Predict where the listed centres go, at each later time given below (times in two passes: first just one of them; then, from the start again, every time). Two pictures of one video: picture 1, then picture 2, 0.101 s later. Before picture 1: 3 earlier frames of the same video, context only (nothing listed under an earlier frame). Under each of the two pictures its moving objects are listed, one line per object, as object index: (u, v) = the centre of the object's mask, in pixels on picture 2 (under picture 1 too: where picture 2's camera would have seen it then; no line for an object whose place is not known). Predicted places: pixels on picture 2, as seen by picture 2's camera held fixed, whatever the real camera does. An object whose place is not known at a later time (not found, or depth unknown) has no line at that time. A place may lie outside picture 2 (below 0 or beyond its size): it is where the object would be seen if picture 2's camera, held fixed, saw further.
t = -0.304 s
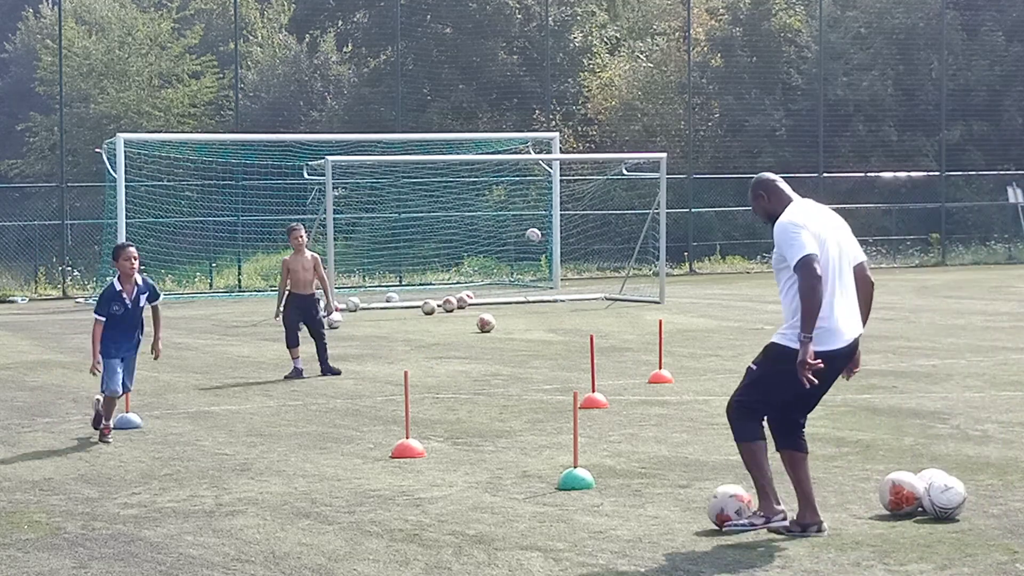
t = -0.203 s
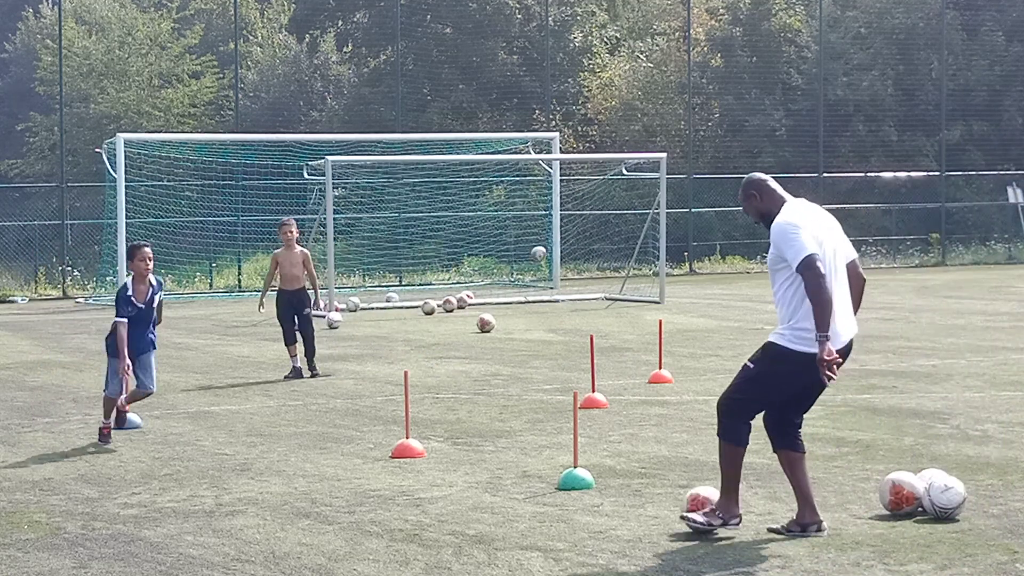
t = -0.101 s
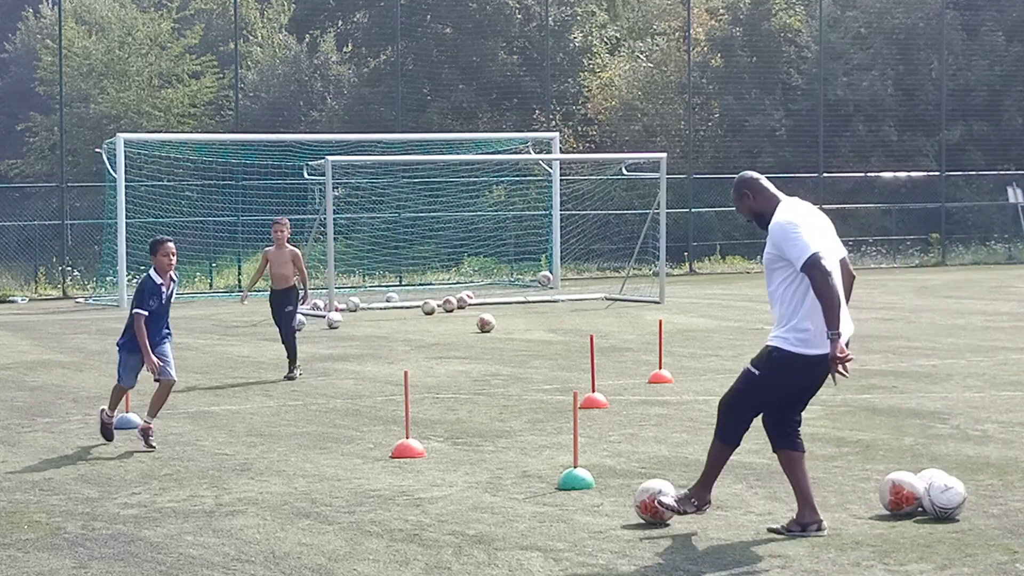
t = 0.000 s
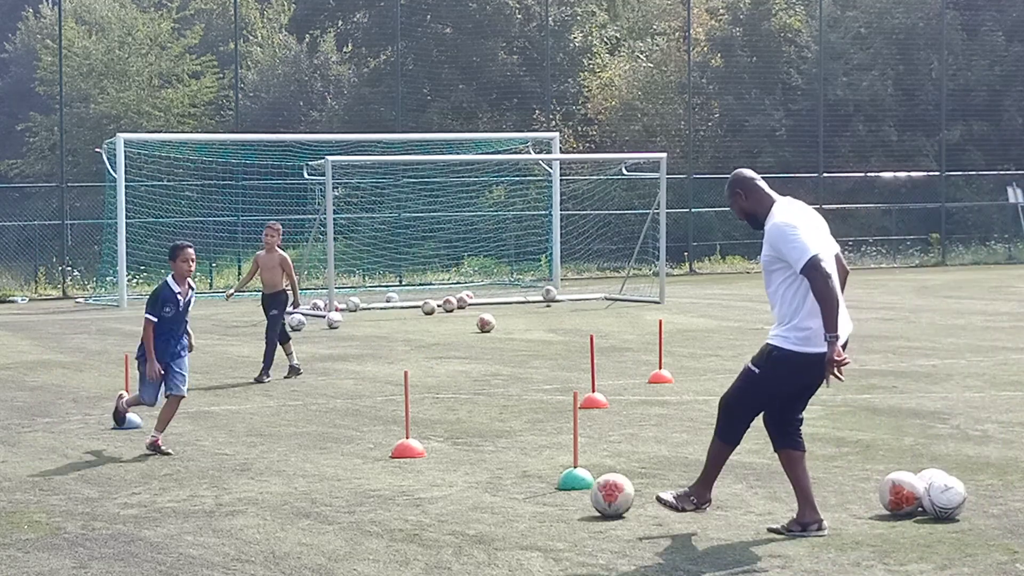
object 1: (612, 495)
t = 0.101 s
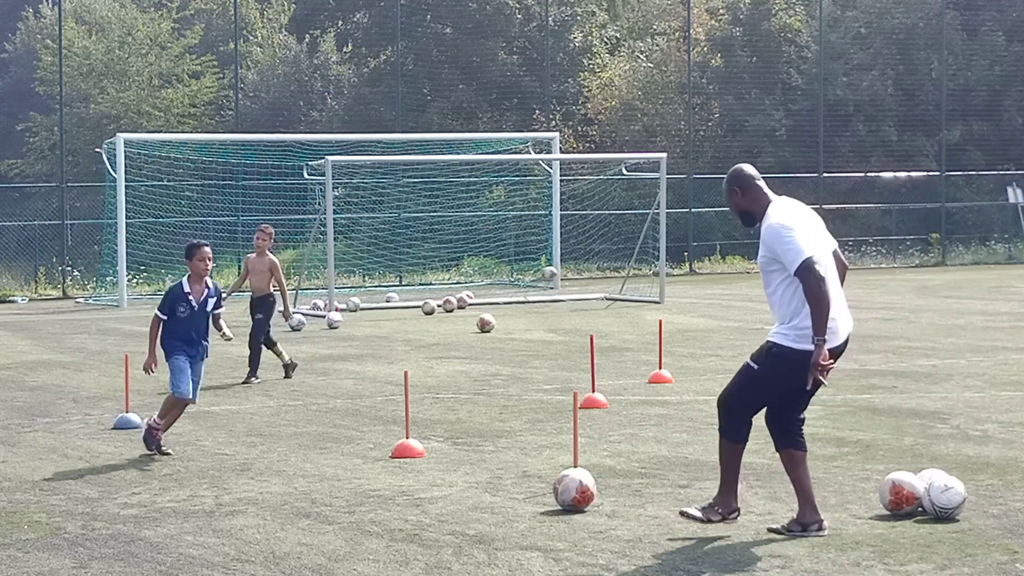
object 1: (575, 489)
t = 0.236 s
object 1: (528, 483)
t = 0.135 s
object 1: (562, 486)
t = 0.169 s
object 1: (551, 484)
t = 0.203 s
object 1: (540, 484)
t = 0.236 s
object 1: (528, 483)
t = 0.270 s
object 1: (518, 480)
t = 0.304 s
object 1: (506, 480)
